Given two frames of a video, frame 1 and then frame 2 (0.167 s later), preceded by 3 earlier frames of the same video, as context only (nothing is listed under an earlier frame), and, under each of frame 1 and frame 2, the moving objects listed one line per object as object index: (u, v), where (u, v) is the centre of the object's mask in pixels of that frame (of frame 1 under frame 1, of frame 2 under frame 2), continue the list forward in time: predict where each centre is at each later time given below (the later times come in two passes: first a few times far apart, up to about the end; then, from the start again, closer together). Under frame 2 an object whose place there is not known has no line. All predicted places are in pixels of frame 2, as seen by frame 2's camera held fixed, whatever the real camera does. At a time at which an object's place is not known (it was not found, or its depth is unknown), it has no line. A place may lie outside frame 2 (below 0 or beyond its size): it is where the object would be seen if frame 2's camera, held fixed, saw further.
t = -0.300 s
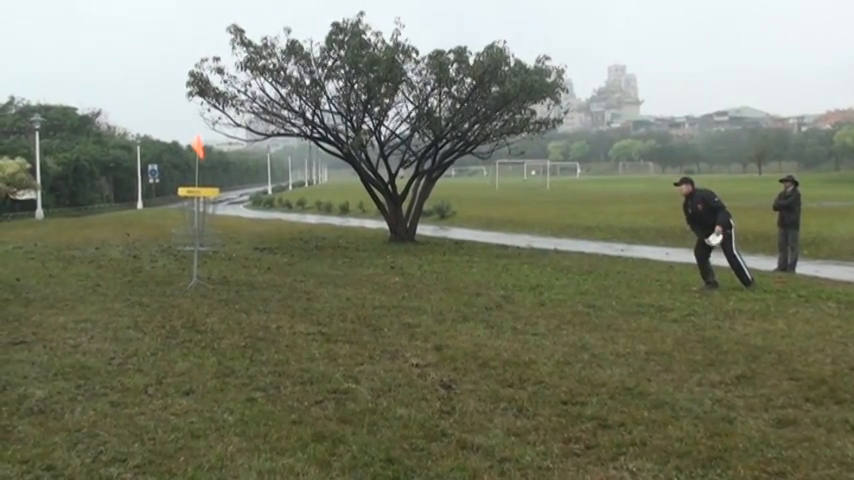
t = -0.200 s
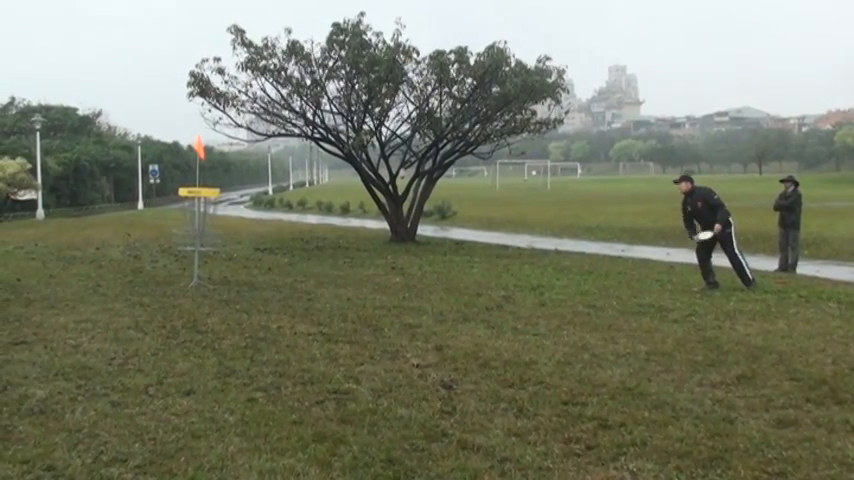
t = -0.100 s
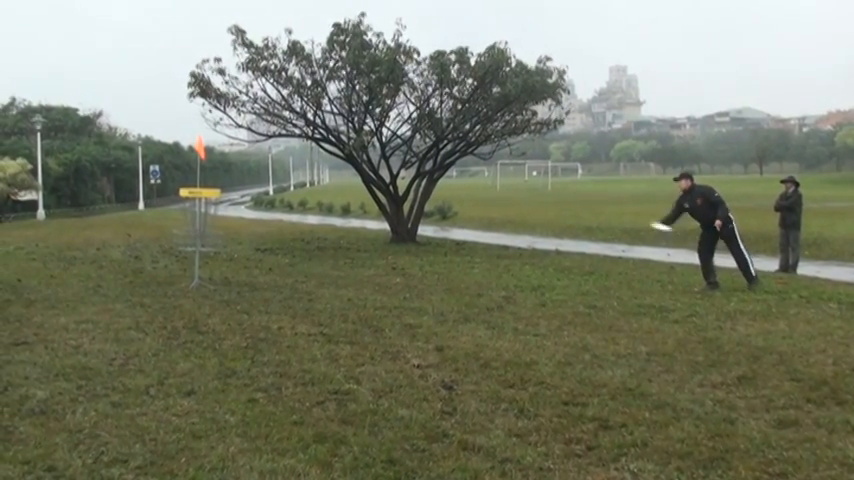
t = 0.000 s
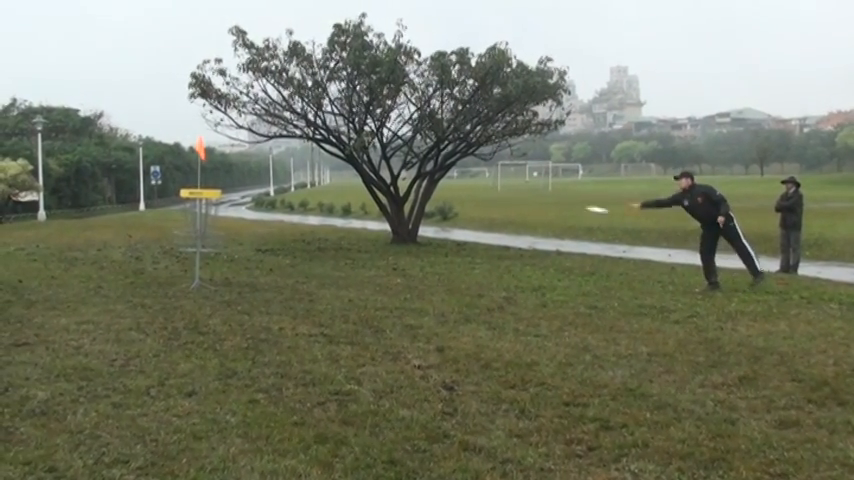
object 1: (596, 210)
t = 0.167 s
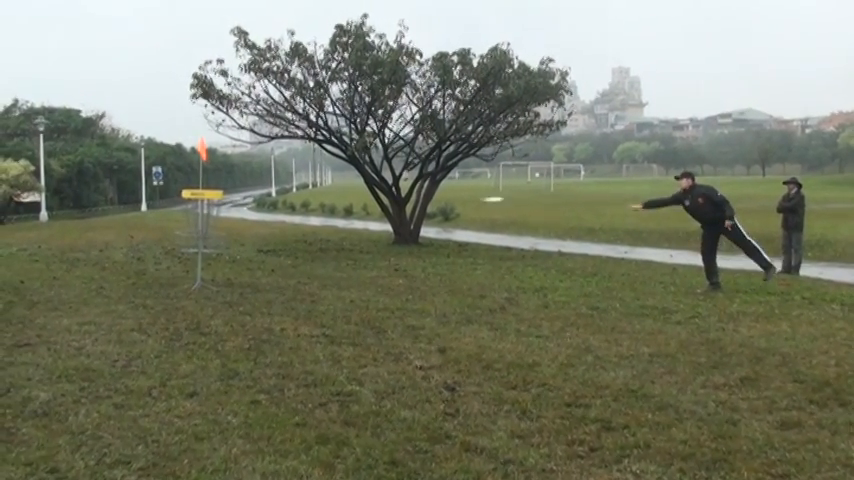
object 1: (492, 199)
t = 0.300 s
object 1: (410, 203)
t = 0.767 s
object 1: (208, 228)
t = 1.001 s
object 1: (211, 237)
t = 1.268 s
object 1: (218, 246)
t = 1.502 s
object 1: (218, 246)
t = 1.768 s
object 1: (218, 246)
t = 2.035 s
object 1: (217, 246)
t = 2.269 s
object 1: (218, 246)
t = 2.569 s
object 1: (222, 252)
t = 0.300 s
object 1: (410, 203)
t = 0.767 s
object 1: (208, 228)
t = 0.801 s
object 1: (209, 228)
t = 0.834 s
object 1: (209, 230)
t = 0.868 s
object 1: (210, 231)
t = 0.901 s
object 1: (210, 233)
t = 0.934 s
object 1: (210, 234)
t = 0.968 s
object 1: (210, 235)
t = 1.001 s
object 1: (211, 237)
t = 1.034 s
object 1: (212, 241)
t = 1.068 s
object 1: (213, 244)
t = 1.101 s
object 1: (214, 243)
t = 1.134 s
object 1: (216, 243)
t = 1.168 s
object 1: (217, 244)
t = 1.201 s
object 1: (217, 245)
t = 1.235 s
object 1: (218, 245)
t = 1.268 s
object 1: (218, 246)
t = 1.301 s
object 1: (218, 246)
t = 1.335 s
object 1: (218, 246)
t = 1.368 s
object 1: (218, 246)
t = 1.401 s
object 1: (219, 246)
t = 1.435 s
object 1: (218, 246)
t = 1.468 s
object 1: (218, 246)
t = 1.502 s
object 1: (218, 246)
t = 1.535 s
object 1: (218, 246)
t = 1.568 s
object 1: (218, 246)
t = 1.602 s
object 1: (218, 246)
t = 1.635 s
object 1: (218, 246)
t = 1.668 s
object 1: (218, 246)
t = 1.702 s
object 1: (218, 246)
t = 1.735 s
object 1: (218, 246)
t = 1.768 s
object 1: (218, 246)
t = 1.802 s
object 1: (218, 246)
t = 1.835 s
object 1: (218, 246)
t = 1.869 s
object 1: (218, 246)
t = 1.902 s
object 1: (217, 246)
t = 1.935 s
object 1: (217, 246)
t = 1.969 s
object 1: (218, 246)
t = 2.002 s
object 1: (217, 246)
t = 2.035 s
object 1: (217, 246)
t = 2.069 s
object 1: (218, 246)
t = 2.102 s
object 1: (217, 246)
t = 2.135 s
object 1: (218, 246)
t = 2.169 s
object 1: (218, 246)
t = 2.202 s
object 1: (217, 246)
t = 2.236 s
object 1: (218, 245)
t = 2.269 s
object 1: (218, 246)
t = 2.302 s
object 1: (218, 245)
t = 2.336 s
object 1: (216, 245)
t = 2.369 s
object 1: (215, 245)
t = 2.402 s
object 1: (213, 247)
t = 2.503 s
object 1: (218, 255)
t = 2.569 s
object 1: (222, 252)
